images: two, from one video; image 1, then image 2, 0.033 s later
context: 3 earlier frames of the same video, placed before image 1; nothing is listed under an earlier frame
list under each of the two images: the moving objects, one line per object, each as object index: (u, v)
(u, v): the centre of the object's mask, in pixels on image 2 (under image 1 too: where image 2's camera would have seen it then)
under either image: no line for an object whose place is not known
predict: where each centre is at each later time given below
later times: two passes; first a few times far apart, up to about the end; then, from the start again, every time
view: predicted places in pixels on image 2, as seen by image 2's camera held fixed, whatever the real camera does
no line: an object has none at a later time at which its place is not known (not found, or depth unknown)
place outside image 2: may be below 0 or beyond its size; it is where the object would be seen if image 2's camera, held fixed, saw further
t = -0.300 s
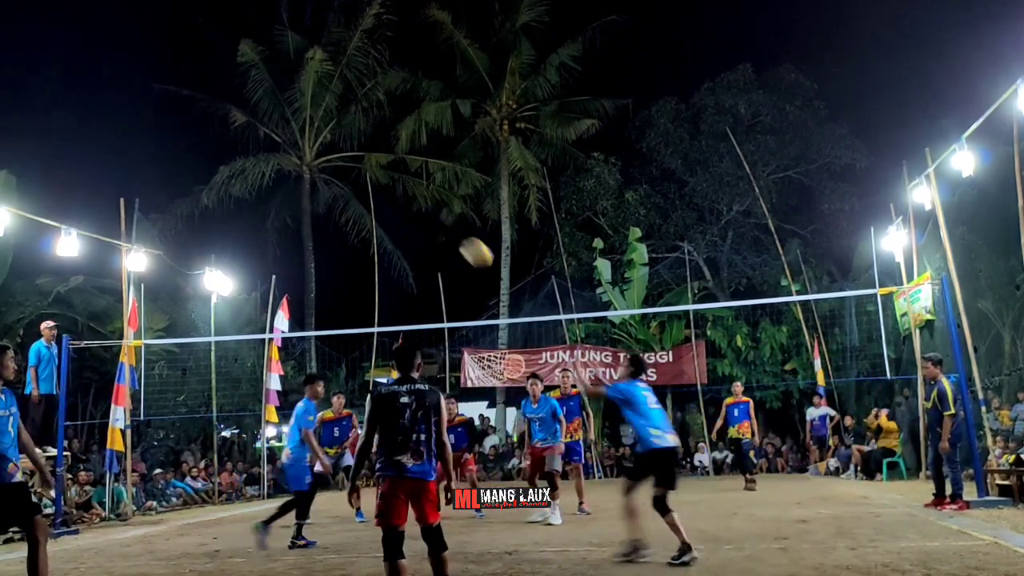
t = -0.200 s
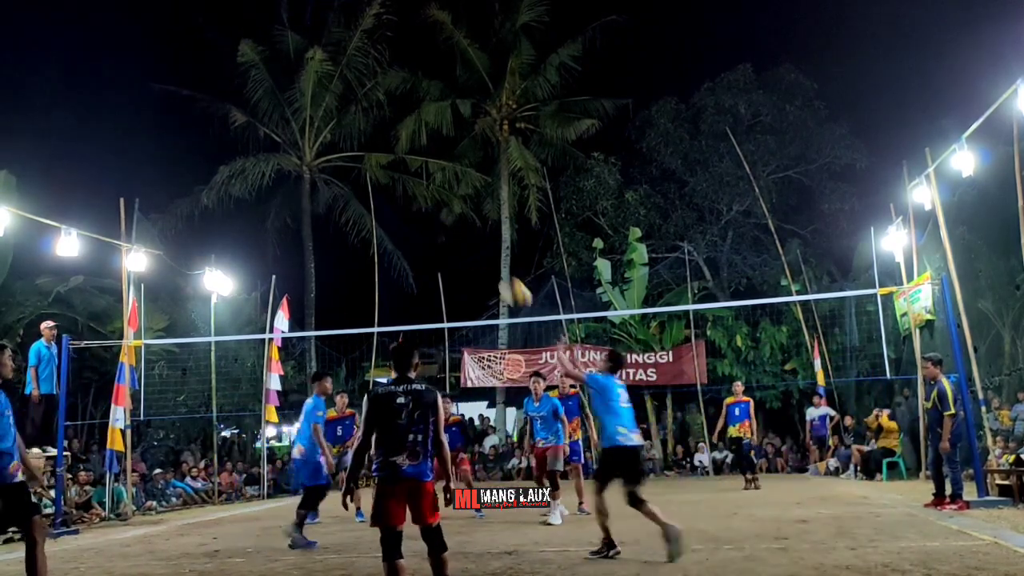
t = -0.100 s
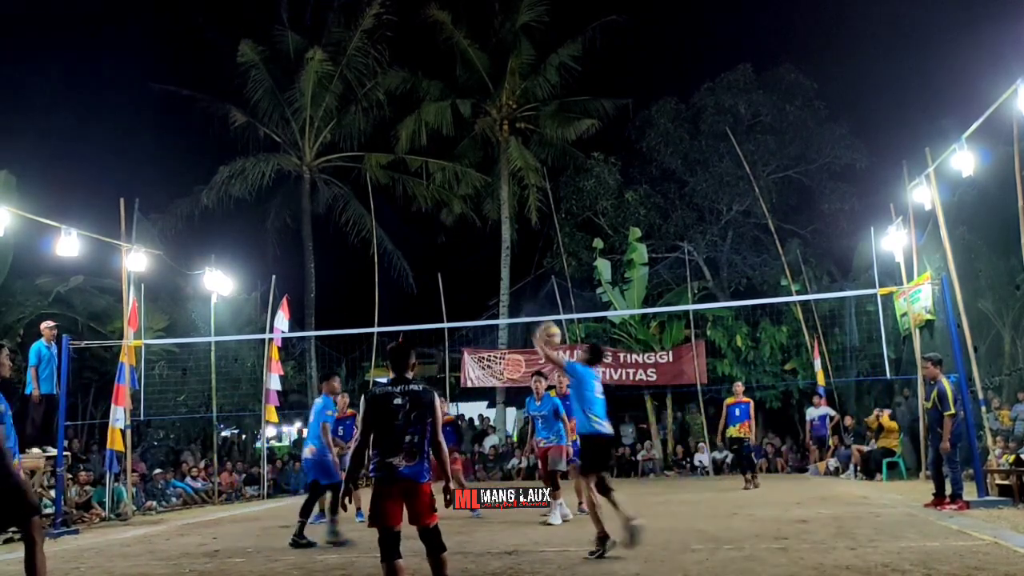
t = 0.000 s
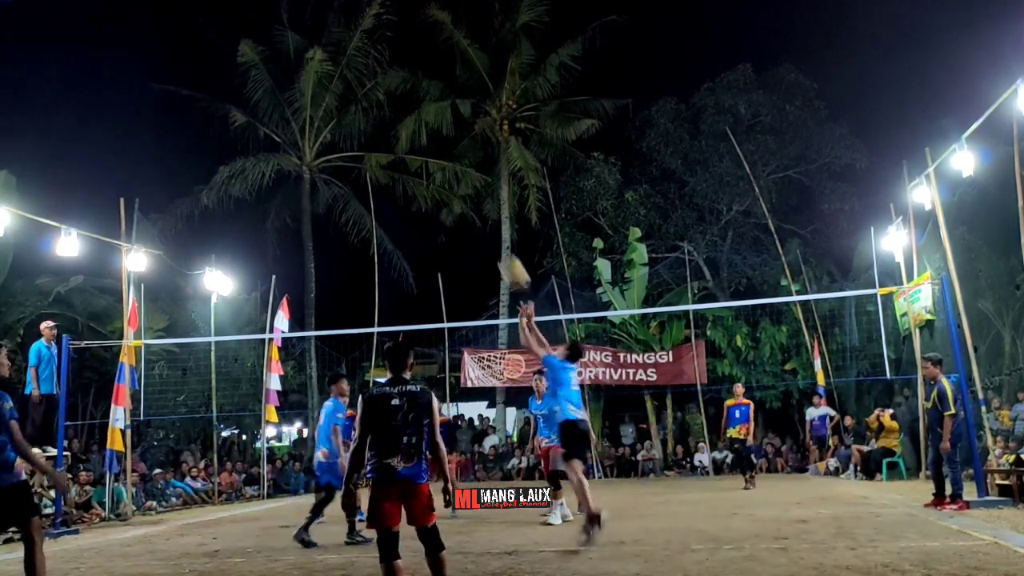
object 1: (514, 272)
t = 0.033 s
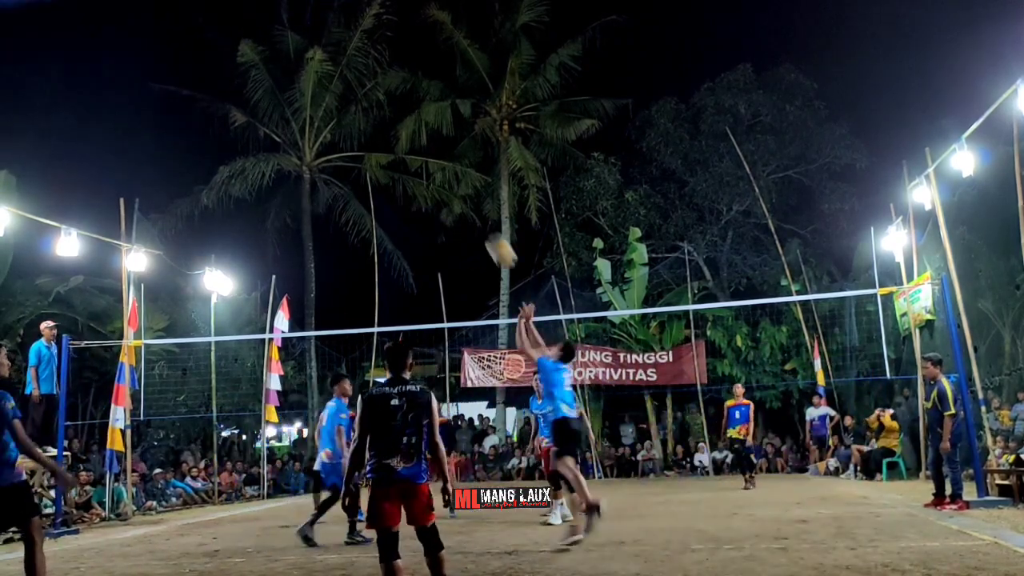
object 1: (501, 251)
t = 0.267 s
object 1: (423, 149)
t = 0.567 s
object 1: (346, 109)
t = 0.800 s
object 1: (296, 133)
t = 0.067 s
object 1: (488, 232)
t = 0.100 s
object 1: (477, 215)
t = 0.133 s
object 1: (465, 199)
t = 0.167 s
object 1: (454, 184)
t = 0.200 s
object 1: (443, 172)
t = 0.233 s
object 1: (433, 160)
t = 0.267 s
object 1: (423, 149)
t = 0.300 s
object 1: (413, 140)
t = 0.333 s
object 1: (404, 132)
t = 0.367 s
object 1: (395, 125)
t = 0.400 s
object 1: (386, 120)
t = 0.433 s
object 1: (378, 115)
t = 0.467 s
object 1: (370, 112)
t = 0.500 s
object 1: (361, 110)
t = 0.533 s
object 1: (354, 109)
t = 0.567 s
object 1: (346, 109)
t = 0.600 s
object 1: (339, 110)
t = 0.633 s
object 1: (331, 111)
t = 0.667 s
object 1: (324, 114)
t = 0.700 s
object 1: (316, 117)
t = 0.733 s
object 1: (309, 122)
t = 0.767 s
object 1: (303, 127)
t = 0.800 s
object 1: (296, 133)
